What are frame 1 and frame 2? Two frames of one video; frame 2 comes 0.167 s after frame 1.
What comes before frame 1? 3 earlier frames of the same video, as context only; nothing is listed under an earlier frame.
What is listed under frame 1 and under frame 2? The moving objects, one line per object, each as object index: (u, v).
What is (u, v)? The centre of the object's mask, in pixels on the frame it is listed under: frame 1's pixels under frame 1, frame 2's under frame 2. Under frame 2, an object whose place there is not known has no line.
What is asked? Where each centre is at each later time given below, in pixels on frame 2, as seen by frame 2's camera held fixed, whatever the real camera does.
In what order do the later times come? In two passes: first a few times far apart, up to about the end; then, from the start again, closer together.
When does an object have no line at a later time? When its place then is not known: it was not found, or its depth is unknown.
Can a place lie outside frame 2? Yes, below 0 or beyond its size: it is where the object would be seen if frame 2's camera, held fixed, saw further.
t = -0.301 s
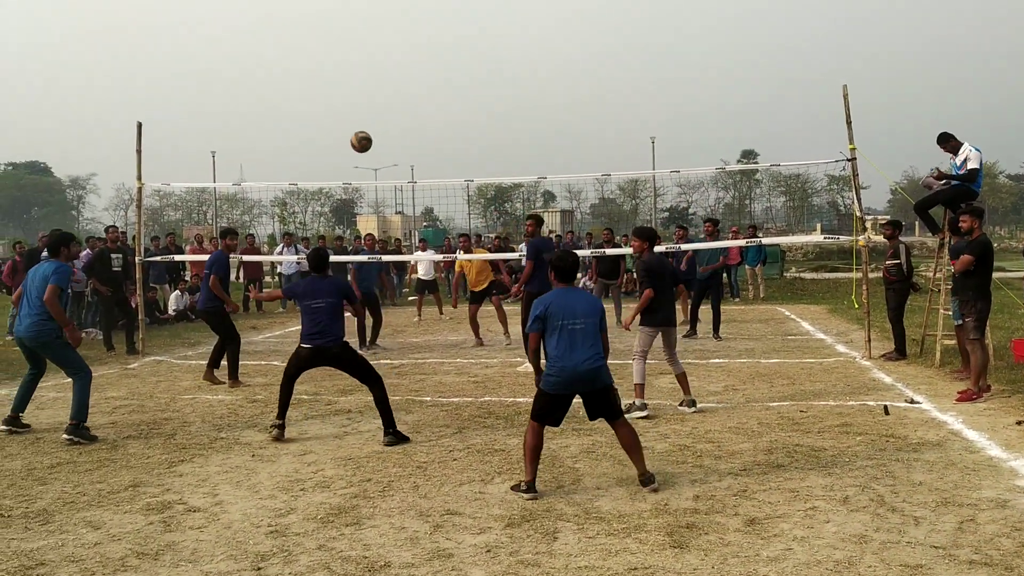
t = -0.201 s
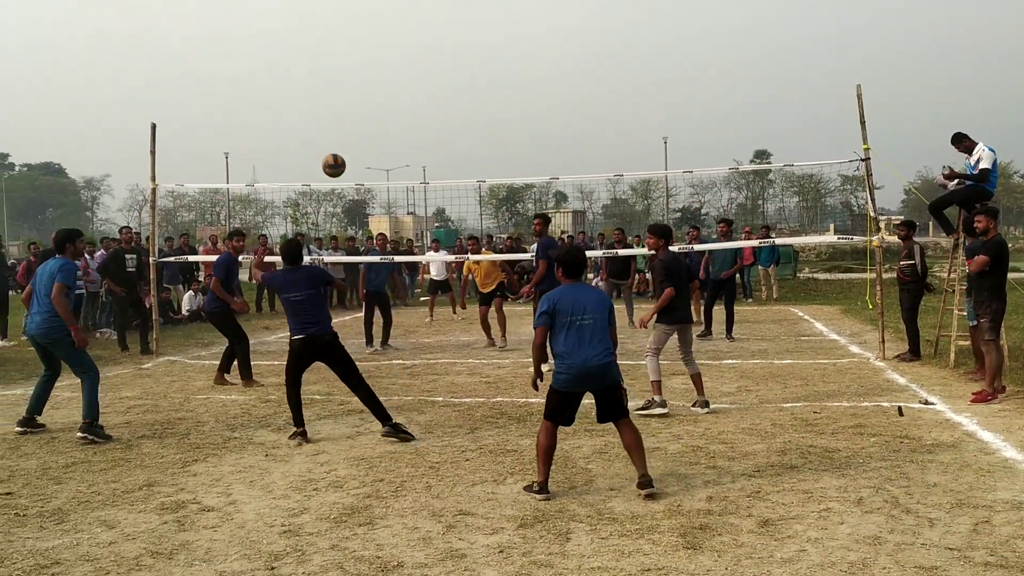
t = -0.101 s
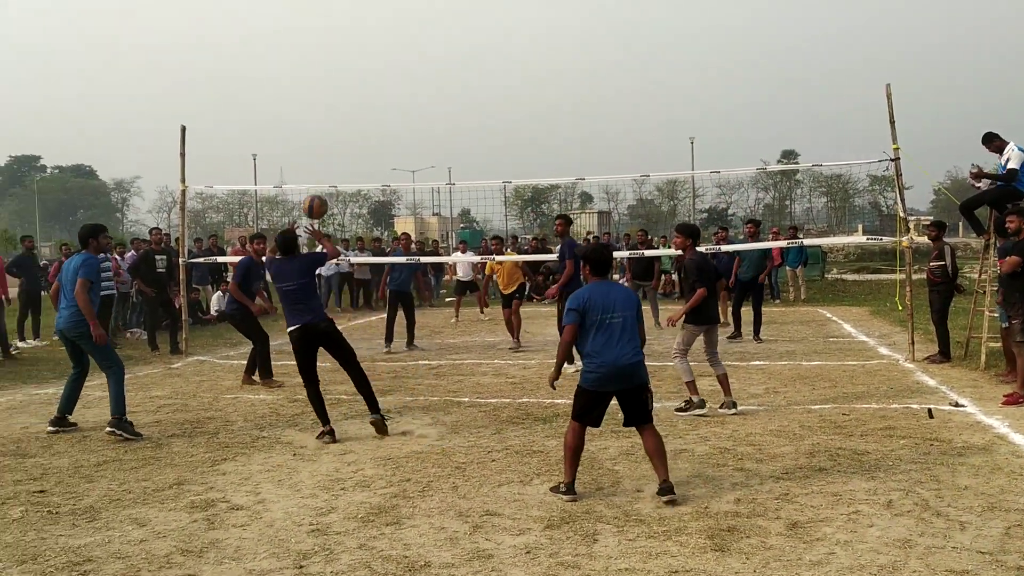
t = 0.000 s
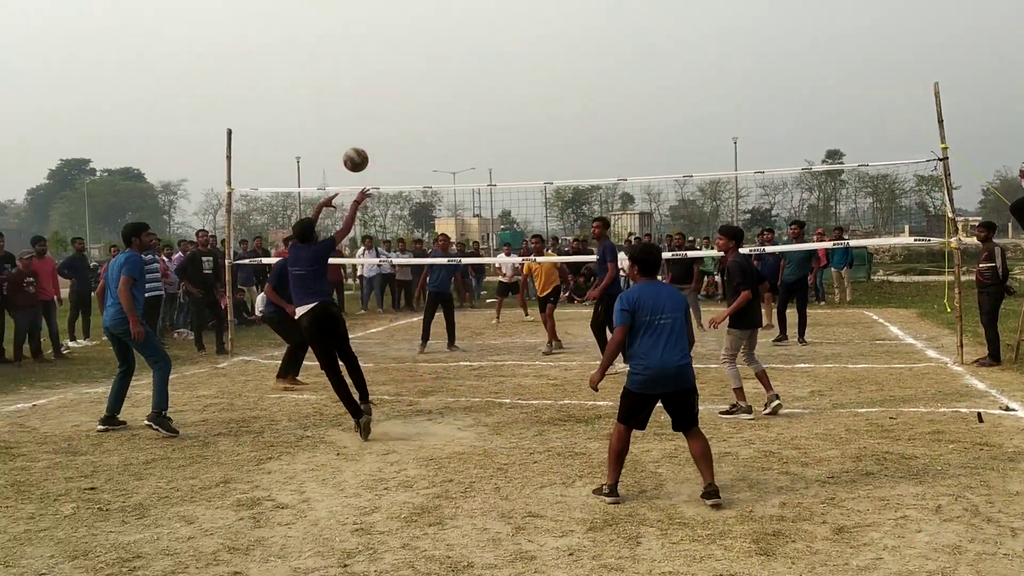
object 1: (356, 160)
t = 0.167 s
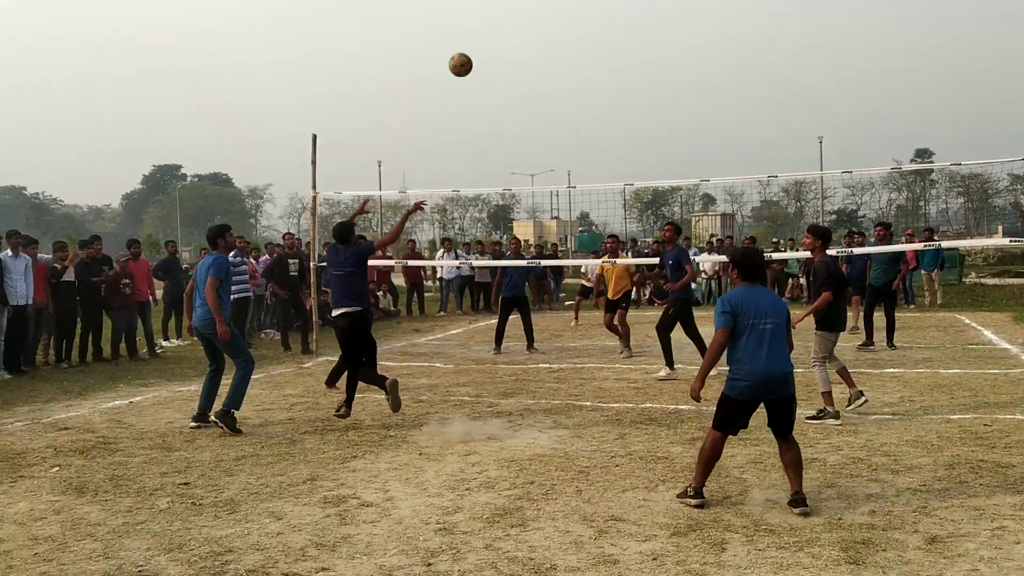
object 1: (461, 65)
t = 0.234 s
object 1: (472, 36)
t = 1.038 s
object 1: (576, 77)
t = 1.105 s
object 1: (581, 105)
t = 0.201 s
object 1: (467, 50)
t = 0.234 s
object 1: (472, 36)
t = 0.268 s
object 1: (478, 24)
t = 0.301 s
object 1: (484, 13)
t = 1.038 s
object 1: (576, 77)
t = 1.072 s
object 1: (578, 91)
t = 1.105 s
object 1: (581, 105)
